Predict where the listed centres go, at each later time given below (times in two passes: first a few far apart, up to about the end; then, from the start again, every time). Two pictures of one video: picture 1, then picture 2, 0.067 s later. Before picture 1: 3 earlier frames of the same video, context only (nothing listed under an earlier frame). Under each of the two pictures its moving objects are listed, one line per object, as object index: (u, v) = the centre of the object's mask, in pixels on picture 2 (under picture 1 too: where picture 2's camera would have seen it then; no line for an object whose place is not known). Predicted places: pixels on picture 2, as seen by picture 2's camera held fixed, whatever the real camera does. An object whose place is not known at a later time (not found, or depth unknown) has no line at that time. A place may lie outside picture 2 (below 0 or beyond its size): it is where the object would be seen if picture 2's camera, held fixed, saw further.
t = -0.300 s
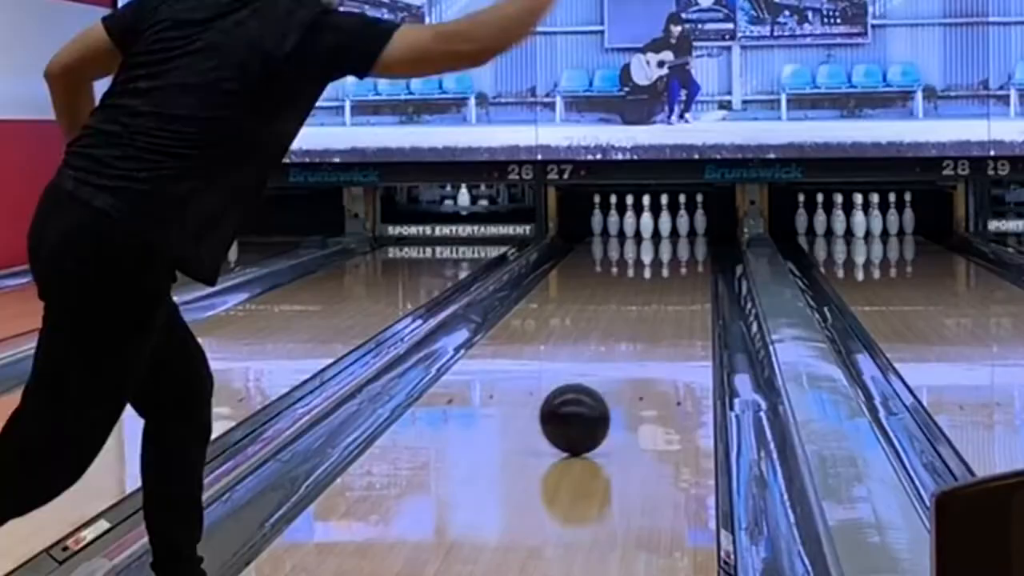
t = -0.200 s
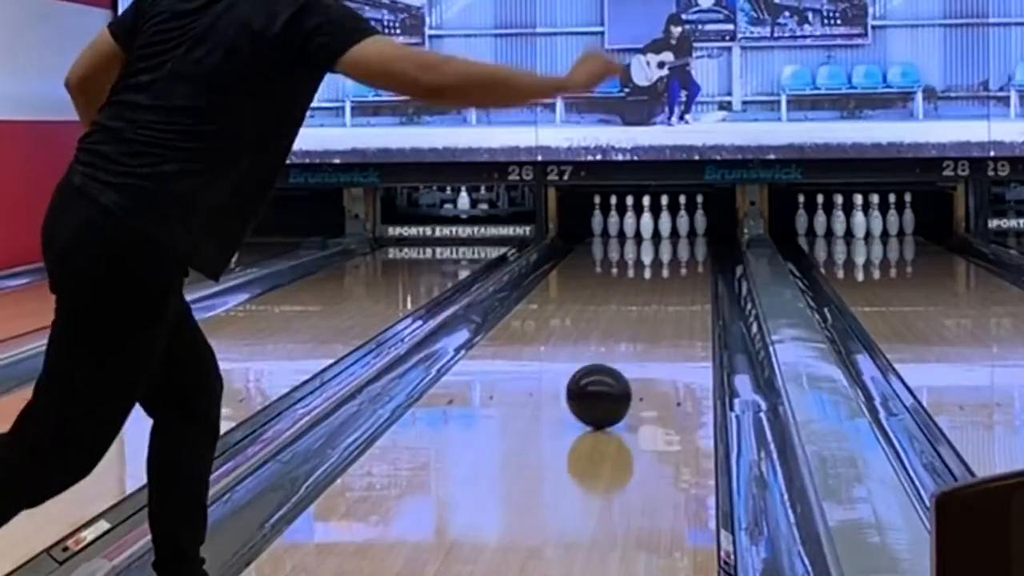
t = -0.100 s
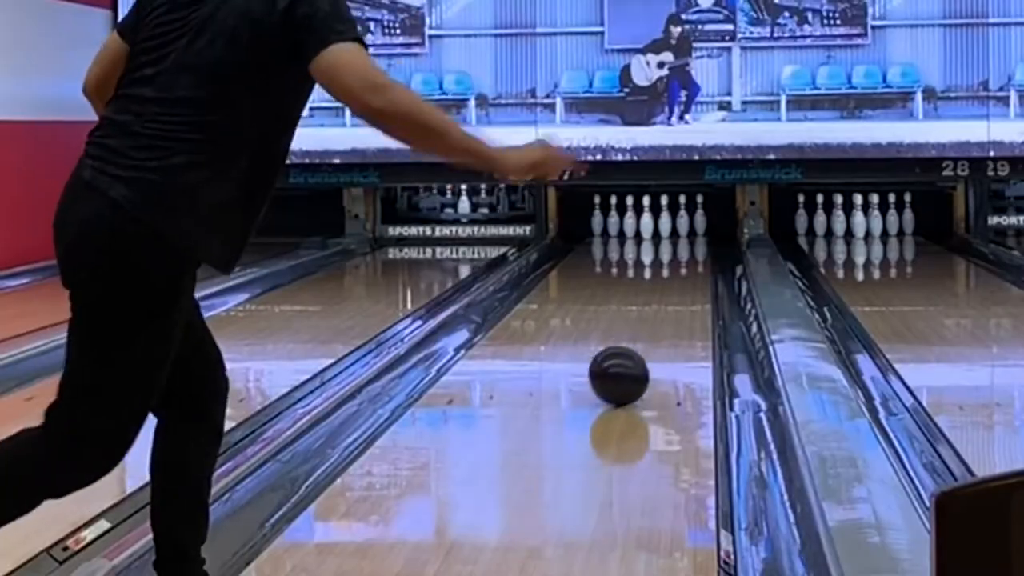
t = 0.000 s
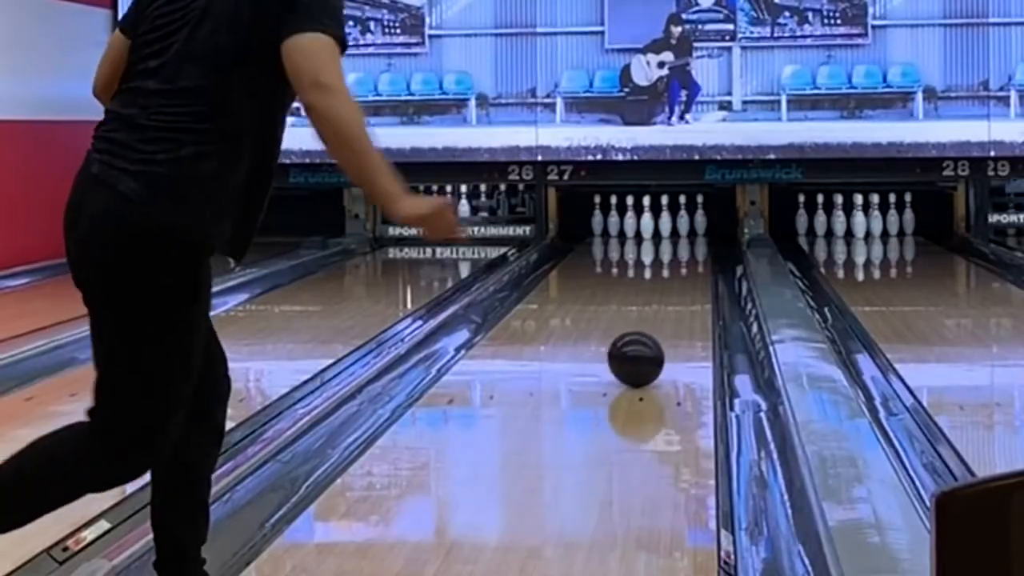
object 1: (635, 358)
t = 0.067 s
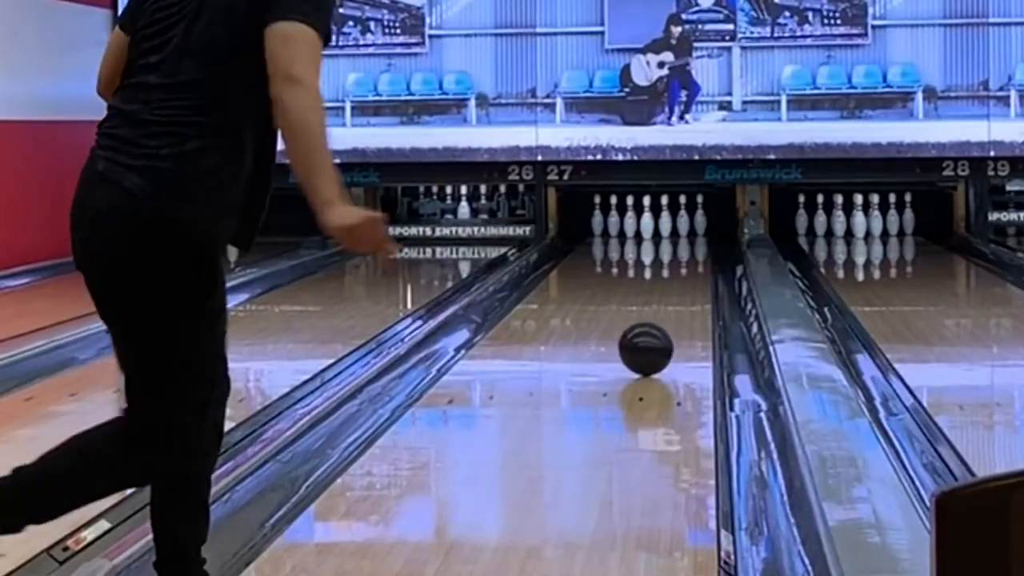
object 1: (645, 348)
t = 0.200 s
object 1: (661, 330)
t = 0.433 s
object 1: (681, 306)
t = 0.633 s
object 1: (691, 290)
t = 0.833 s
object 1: (695, 276)
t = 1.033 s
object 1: (693, 264)
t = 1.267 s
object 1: (686, 253)
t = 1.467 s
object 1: (677, 245)
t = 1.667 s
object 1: (668, 238)
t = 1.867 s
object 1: (661, 232)
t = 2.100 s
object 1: (657, 227)
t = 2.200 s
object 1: (658, 226)
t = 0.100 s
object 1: (650, 343)
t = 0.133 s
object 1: (654, 339)
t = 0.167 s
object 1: (658, 334)
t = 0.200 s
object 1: (661, 330)
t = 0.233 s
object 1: (665, 327)
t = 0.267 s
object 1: (668, 323)
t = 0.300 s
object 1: (671, 319)
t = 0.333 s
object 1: (674, 316)
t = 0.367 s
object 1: (677, 312)
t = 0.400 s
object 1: (679, 309)
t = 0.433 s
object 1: (681, 306)
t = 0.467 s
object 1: (683, 303)
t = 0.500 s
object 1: (685, 301)
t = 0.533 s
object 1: (687, 297)
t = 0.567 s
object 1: (688, 295)
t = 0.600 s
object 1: (689, 292)
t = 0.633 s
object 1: (691, 290)
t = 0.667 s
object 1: (692, 287)
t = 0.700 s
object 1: (692, 284)
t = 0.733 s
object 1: (693, 282)
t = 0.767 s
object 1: (694, 280)
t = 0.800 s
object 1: (694, 277)
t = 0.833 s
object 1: (695, 276)
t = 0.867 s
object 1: (695, 274)
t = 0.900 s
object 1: (695, 272)
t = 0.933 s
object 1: (695, 270)
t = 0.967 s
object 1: (695, 267)
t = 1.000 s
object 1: (694, 266)
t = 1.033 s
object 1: (693, 264)
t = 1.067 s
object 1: (693, 262)
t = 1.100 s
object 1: (693, 261)
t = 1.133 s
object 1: (692, 259)
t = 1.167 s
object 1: (690, 258)
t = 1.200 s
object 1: (689, 256)
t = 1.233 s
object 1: (687, 254)
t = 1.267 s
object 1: (686, 253)
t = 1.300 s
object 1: (685, 251)
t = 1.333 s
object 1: (684, 250)
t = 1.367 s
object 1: (682, 249)
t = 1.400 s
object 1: (680, 247)
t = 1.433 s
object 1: (679, 246)
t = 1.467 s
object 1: (677, 245)
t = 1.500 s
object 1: (676, 244)
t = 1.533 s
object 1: (675, 243)
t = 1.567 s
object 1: (673, 241)
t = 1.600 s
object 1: (671, 240)
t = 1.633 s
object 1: (670, 239)
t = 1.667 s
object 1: (668, 238)
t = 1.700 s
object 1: (667, 237)
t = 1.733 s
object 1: (667, 236)
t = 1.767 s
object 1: (666, 235)
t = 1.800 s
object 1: (662, 234)
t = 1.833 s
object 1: (662, 233)
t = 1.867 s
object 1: (661, 232)
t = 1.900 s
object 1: (660, 231)
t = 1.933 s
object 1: (659, 230)
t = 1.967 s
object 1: (657, 229)
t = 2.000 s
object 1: (656, 229)
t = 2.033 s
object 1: (655, 228)
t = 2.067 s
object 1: (655, 227)
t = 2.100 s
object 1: (657, 227)
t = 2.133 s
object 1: (657, 226)
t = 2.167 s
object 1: (657, 226)
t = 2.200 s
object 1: (658, 226)
